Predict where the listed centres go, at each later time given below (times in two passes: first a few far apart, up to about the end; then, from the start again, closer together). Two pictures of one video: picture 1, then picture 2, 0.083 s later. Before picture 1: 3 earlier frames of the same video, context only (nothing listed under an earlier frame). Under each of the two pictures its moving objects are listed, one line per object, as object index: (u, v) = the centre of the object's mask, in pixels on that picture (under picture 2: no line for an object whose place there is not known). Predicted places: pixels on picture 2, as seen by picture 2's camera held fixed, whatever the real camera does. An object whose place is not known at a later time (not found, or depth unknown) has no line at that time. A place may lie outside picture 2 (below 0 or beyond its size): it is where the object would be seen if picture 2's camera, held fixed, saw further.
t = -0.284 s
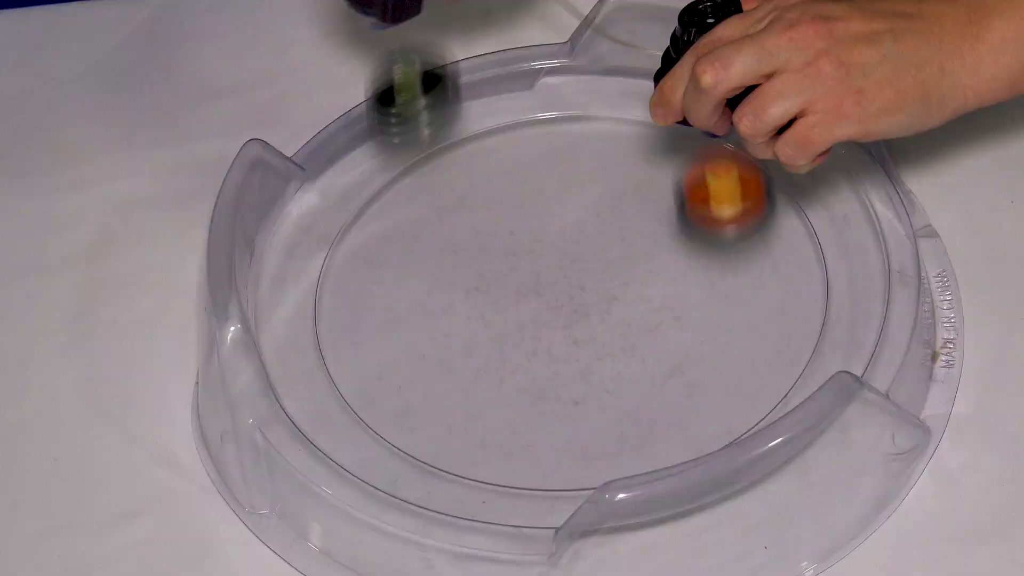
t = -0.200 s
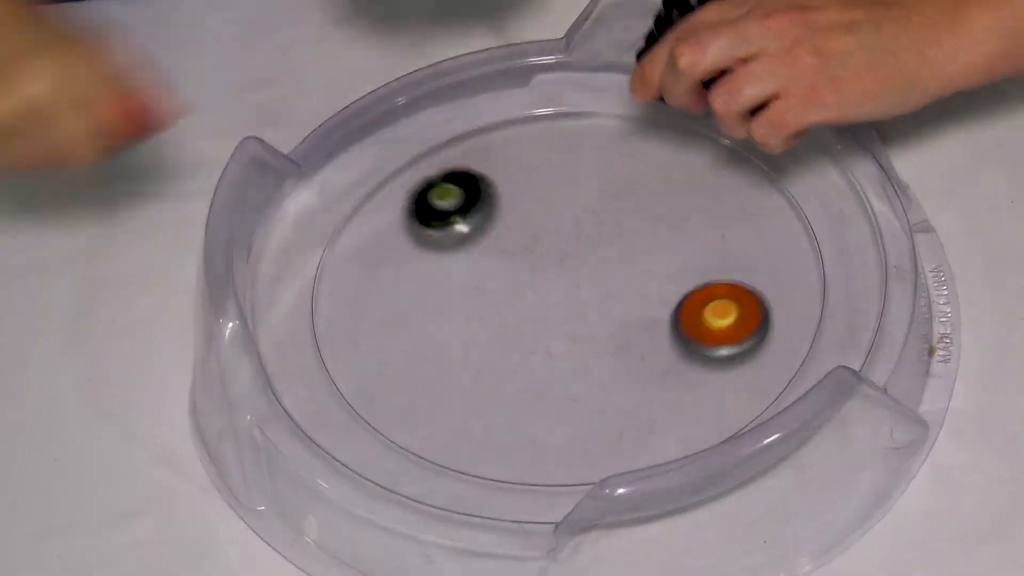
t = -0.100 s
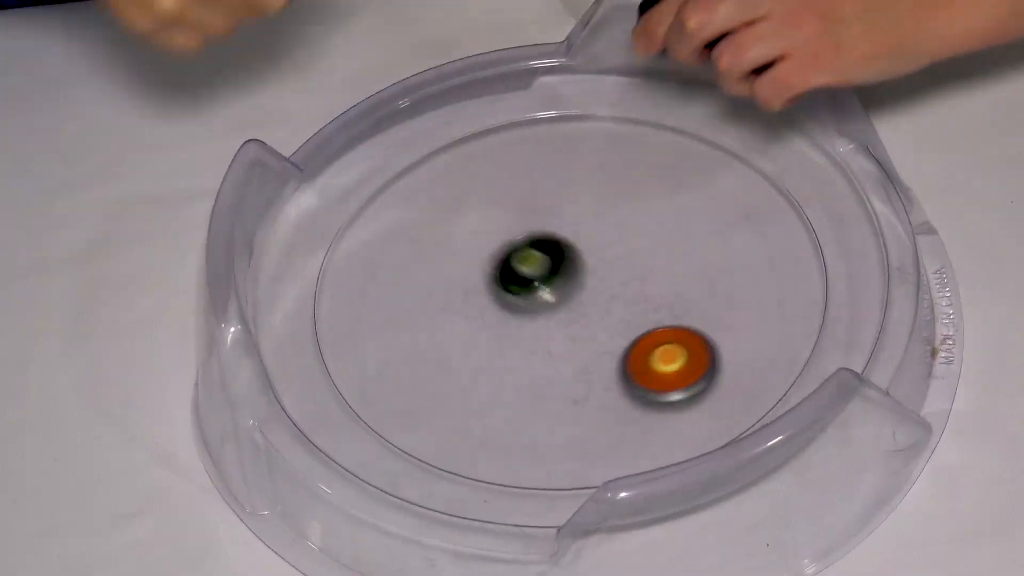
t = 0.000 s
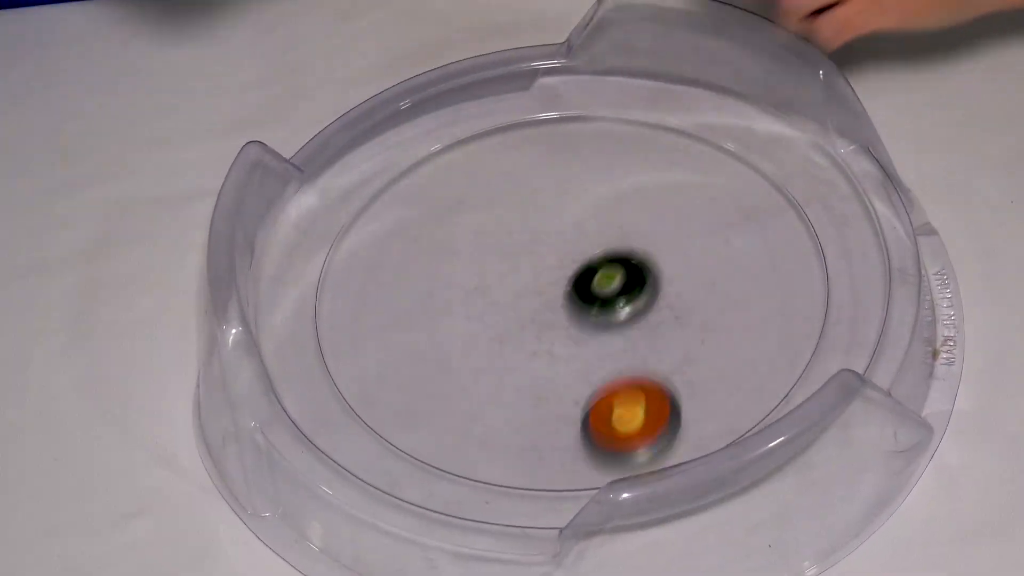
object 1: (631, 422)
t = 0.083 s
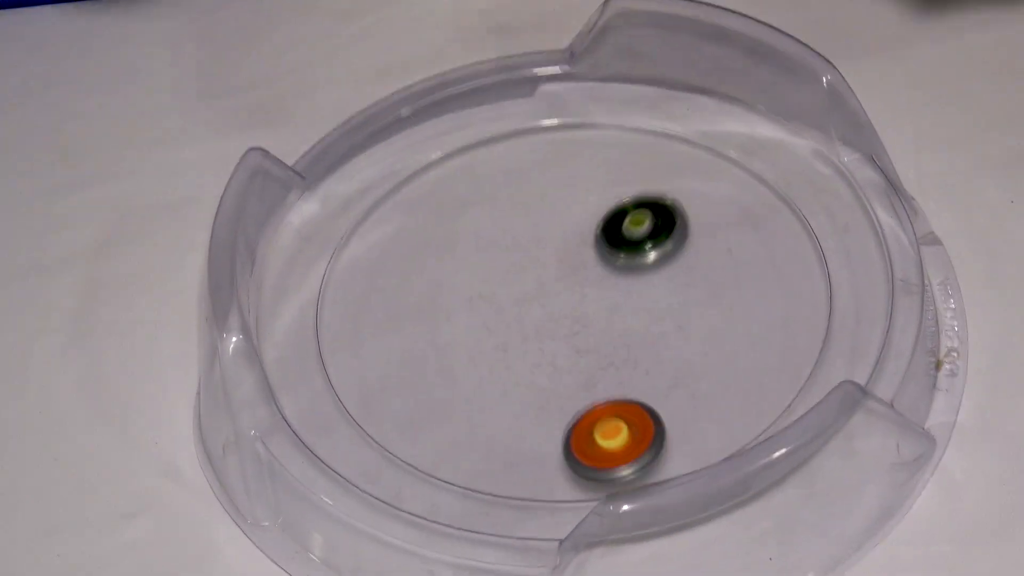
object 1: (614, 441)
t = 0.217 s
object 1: (585, 410)
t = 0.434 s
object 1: (580, 375)
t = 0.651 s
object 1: (623, 448)
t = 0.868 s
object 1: (634, 361)
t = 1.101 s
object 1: (597, 280)
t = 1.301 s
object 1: (555, 292)
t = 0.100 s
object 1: (609, 434)
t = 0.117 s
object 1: (604, 432)
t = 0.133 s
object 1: (601, 436)
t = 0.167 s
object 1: (595, 432)
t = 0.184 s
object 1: (591, 421)
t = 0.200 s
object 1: (588, 413)
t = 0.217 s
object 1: (585, 410)
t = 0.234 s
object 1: (583, 404)
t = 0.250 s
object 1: (580, 396)
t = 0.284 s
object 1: (576, 378)
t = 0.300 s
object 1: (575, 371)
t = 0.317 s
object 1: (573, 361)
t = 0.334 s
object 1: (572, 352)
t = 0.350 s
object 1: (571, 344)
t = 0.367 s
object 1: (571, 335)
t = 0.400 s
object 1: (572, 333)
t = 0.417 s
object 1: (577, 355)
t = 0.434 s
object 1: (580, 375)
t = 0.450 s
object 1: (584, 391)
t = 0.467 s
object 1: (587, 406)
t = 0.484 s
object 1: (591, 419)
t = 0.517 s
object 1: (597, 440)
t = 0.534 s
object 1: (601, 447)
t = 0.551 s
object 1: (603, 454)
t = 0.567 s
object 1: (606, 460)
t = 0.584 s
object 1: (609, 459)
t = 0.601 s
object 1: (613, 458)
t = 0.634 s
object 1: (620, 454)
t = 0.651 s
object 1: (623, 448)
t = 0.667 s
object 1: (626, 442)
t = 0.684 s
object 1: (628, 437)
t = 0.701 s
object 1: (630, 430)
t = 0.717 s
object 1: (632, 424)
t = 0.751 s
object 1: (635, 411)
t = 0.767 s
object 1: (636, 404)
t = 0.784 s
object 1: (636, 398)
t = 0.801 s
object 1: (637, 391)
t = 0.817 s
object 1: (636, 383)
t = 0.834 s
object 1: (636, 376)
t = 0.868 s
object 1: (634, 361)
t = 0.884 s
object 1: (633, 353)
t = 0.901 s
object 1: (631, 346)
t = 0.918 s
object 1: (630, 339)
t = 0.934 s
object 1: (627, 332)
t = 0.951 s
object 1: (625, 325)
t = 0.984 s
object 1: (621, 312)
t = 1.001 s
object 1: (618, 307)
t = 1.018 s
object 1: (616, 301)
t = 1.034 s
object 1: (612, 295)
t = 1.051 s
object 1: (609, 291)
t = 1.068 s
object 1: (606, 288)
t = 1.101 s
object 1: (597, 280)
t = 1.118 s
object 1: (593, 279)
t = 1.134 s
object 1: (589, 278)
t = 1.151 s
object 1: (584, 278)
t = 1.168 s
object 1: (579, 279)
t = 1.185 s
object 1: (575, 280)
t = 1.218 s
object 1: (566, 283)
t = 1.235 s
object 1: (562, 285)
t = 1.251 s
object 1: (559, 287)
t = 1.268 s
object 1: (557, 289)
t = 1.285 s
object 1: (555, 290)
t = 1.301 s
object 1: (555, 292)
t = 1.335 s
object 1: (554, 296)
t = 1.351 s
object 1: (554, 298)
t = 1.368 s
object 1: (554, 300)
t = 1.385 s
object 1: (554, 302)
